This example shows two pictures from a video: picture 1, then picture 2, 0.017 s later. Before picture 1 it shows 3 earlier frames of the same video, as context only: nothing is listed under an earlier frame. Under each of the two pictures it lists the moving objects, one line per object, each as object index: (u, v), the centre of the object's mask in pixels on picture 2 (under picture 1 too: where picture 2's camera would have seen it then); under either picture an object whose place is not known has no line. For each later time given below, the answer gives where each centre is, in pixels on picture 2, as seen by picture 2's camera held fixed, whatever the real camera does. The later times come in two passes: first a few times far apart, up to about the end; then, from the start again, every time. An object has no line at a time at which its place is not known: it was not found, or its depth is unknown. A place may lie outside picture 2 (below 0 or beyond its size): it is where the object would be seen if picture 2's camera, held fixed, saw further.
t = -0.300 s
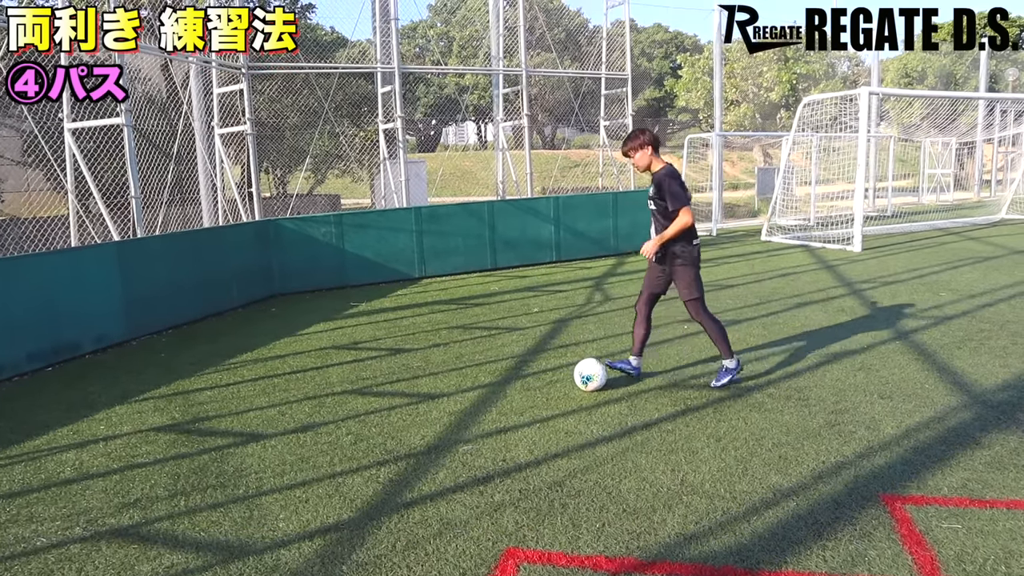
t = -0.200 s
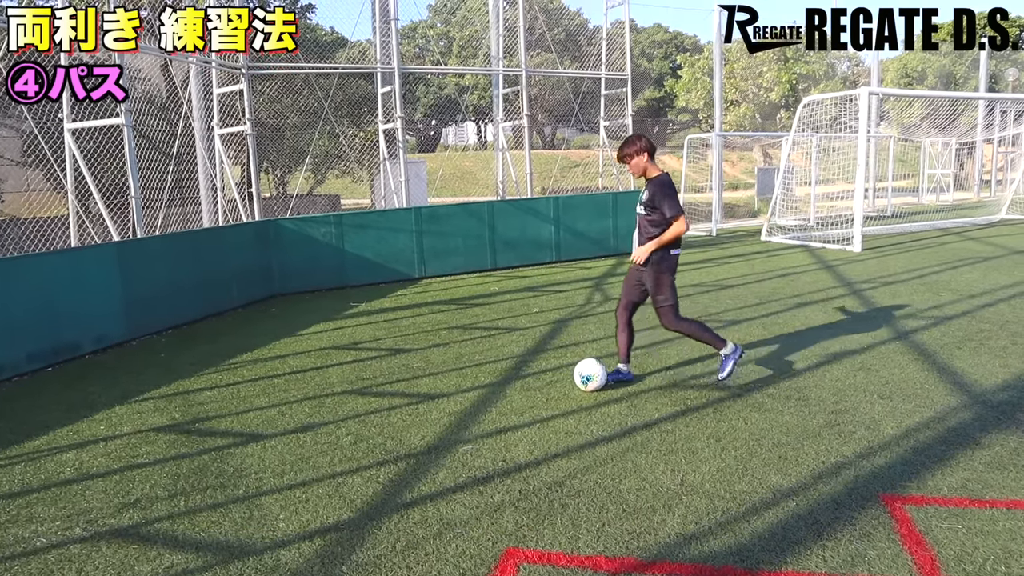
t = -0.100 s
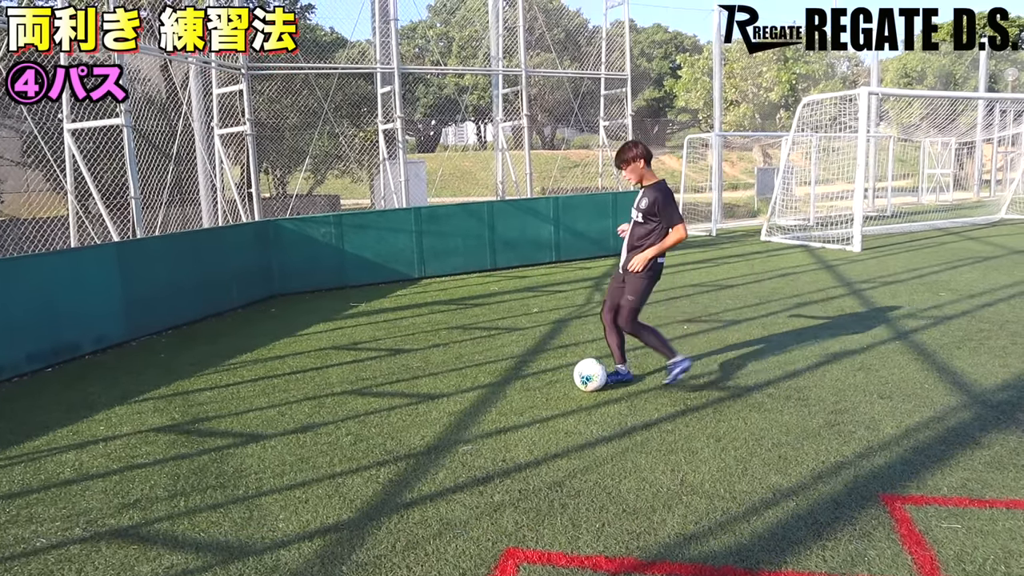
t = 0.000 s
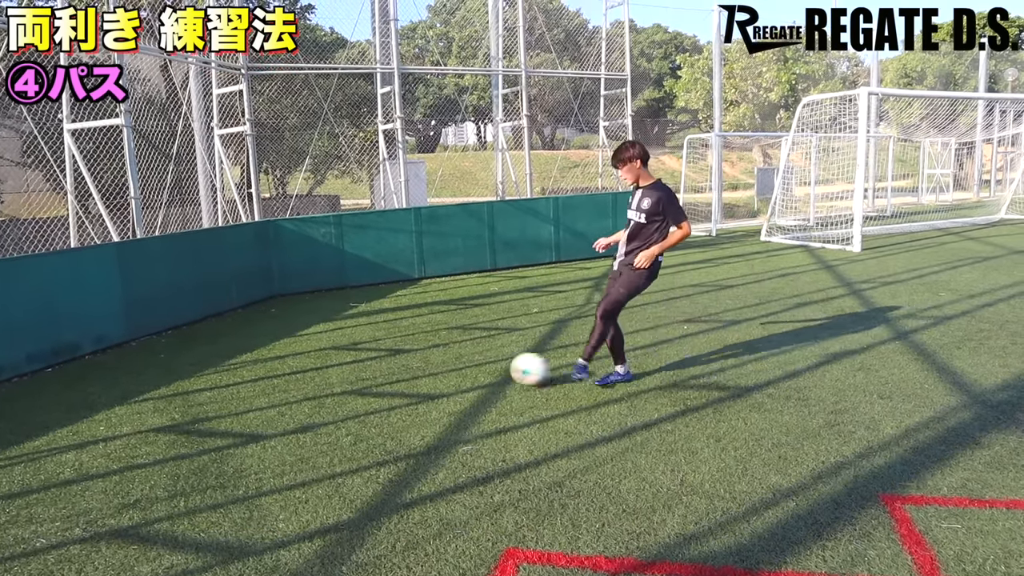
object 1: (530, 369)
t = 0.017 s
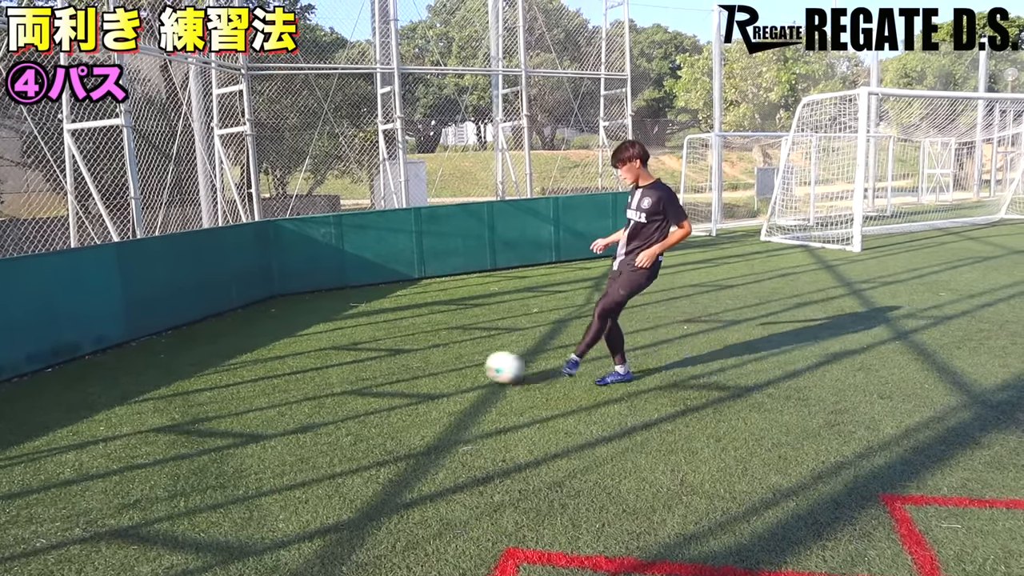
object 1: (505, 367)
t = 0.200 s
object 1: (262, 358)
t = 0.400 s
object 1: (94, 347)
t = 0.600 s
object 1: (238, 354)
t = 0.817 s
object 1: (402, 357)
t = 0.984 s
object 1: (533, 361)
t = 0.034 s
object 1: (480, 365)
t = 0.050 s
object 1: (454, 364)
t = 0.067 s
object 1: (429, 362)
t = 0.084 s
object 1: (407, 362)
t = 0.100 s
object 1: (383, 360)
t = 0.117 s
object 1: (361, 361)
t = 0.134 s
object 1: (339, 361)
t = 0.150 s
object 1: (318, 362)
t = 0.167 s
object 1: (299, 362)
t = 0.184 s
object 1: (280, 359)
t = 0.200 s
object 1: (262, 358)
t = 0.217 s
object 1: (244, 356)
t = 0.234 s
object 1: (226, 354)
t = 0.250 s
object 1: (210, 353)
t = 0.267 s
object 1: (193, 352)
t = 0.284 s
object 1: (177, 351)
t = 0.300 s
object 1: (162, 352)
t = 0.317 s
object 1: (147, 352)
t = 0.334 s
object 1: (131, 351)
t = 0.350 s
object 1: (117, 350)
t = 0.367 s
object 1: (103, 349)
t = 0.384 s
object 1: (90, 347)
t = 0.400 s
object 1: (94, 347)
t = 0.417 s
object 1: (106, 346)
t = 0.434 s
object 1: (117, 345)
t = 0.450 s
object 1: (128, 345)
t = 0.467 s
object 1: (139, 345)
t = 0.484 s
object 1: (151, 346)
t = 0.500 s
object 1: (163, 346)
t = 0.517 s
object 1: (175, 347)
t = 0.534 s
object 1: (188, 349)
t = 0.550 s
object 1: (200, 351)
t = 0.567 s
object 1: (213, 353)
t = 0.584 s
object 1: (226, 355)
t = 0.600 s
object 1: (238, 354)
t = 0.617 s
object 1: (249, 353)
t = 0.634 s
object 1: (261, 353)
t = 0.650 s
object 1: (274, 352)
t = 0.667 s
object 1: (286, 352)
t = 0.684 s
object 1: (299, 352)
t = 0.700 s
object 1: (313, 353)
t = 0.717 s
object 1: (324, 354)
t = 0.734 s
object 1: (338, 355)
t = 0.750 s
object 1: (351, 357)
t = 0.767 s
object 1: (364, 359)
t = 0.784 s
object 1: (378, 360)
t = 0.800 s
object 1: (390, 358)
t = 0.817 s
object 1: (402, 357)
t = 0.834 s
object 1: (414, 356)
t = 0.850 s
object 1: (426, 355)
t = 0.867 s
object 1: (439, 355)
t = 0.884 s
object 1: (452, 355)
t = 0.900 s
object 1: (465, 355)
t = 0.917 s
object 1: (478, 355)
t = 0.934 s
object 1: (492, 356)
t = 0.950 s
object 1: (506, 358)
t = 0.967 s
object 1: (519, 359)
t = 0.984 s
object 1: (533, 361)
